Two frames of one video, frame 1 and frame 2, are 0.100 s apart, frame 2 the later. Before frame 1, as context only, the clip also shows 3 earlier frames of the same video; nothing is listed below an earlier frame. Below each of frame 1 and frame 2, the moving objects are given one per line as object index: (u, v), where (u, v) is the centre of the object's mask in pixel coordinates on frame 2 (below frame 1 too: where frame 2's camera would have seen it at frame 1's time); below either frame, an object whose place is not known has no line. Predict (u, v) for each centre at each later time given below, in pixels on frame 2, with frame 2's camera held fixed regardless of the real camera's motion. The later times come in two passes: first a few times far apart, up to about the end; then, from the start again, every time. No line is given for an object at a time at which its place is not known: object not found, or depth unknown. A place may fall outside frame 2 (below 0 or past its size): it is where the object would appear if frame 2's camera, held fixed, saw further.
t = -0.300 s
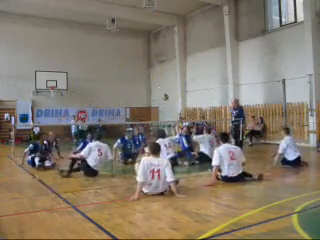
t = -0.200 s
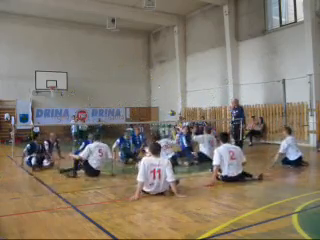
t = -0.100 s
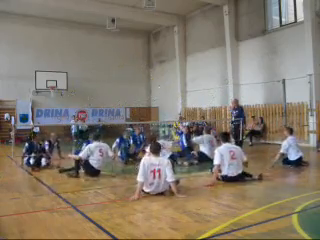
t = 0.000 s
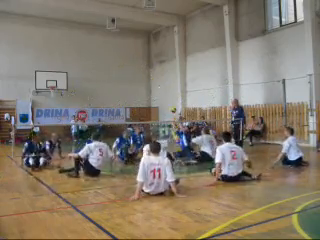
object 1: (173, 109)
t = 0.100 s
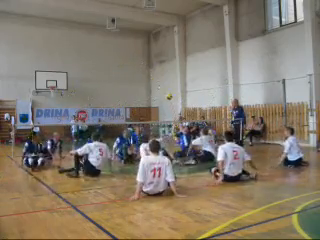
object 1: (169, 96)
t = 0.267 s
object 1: (162, 80)
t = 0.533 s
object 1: (151, 72)
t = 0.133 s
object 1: (168, 92)
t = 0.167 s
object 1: (166, 89)
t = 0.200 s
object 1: (165, 86)
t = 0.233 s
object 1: (164, 83)
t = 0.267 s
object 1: (162, 80)
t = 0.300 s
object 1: (162, 78)
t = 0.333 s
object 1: (160, 76)
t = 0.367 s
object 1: (158, 74)
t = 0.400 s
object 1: (157, 73)
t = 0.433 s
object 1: (156, 73)
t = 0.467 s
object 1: (154, 72)
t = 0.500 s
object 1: (153, 72)
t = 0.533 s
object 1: (151, 72)
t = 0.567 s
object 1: (150, 73)
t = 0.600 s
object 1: (149, 74)
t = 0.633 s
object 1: (147, 75)
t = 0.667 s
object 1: (146, 76)
